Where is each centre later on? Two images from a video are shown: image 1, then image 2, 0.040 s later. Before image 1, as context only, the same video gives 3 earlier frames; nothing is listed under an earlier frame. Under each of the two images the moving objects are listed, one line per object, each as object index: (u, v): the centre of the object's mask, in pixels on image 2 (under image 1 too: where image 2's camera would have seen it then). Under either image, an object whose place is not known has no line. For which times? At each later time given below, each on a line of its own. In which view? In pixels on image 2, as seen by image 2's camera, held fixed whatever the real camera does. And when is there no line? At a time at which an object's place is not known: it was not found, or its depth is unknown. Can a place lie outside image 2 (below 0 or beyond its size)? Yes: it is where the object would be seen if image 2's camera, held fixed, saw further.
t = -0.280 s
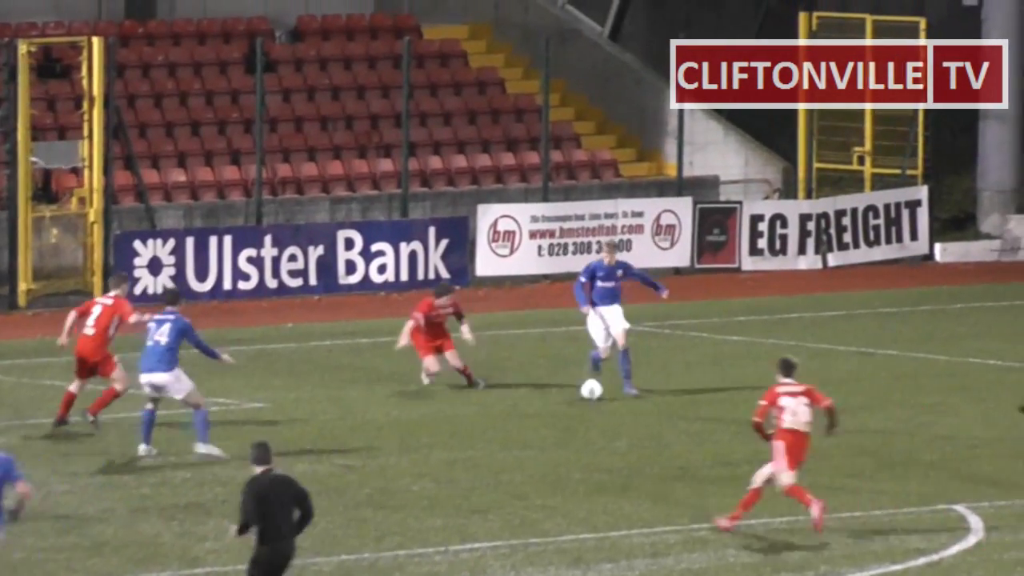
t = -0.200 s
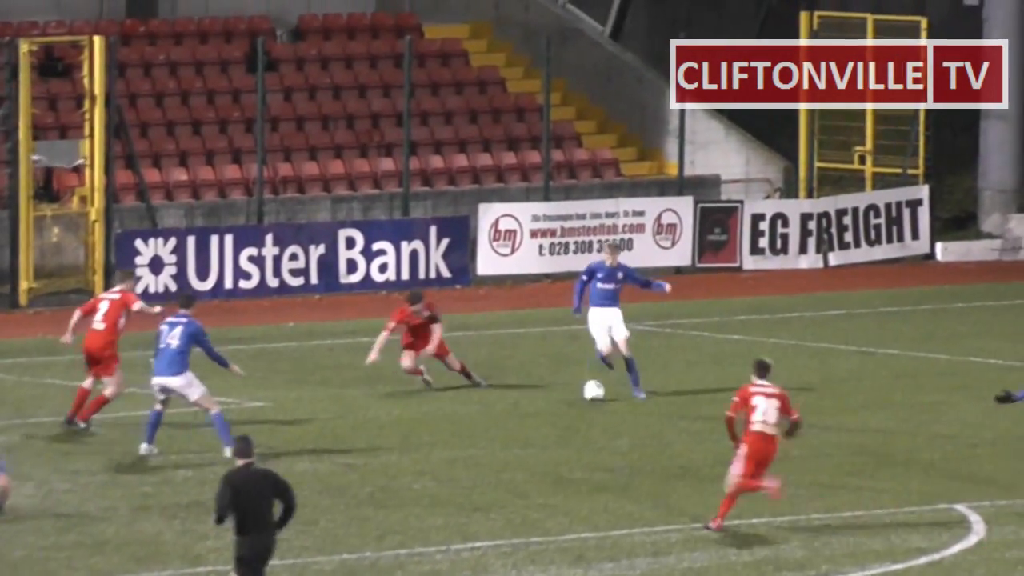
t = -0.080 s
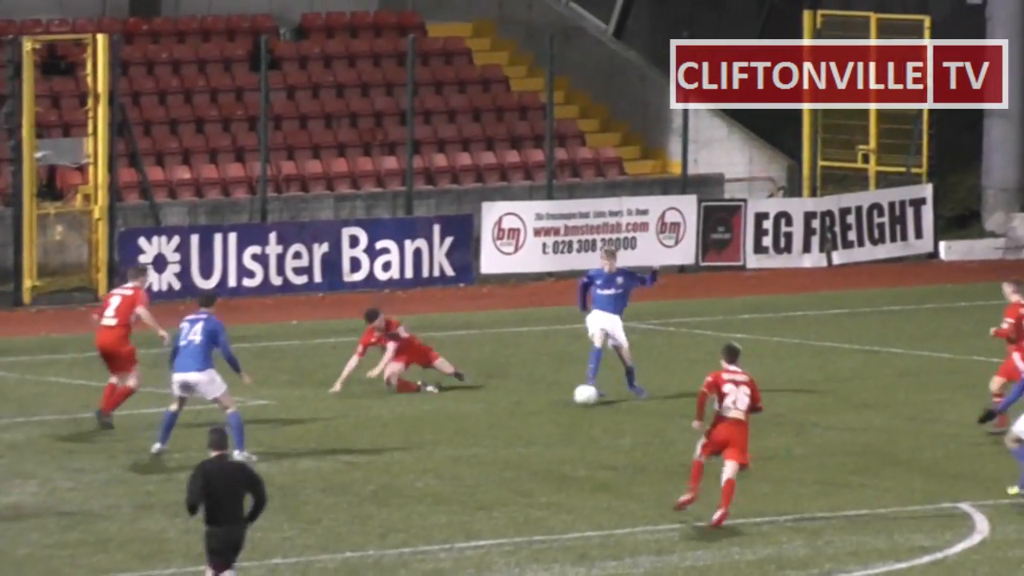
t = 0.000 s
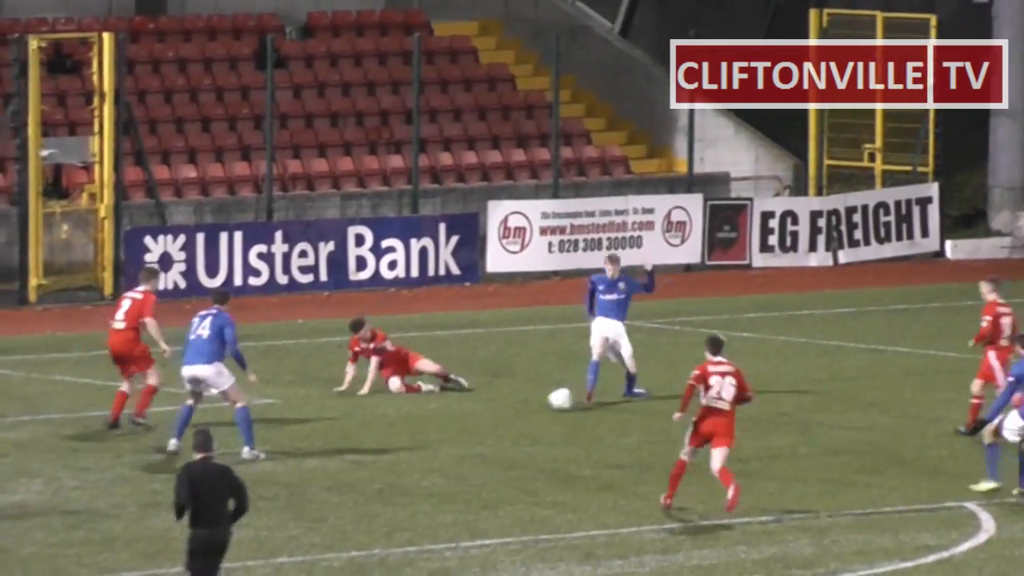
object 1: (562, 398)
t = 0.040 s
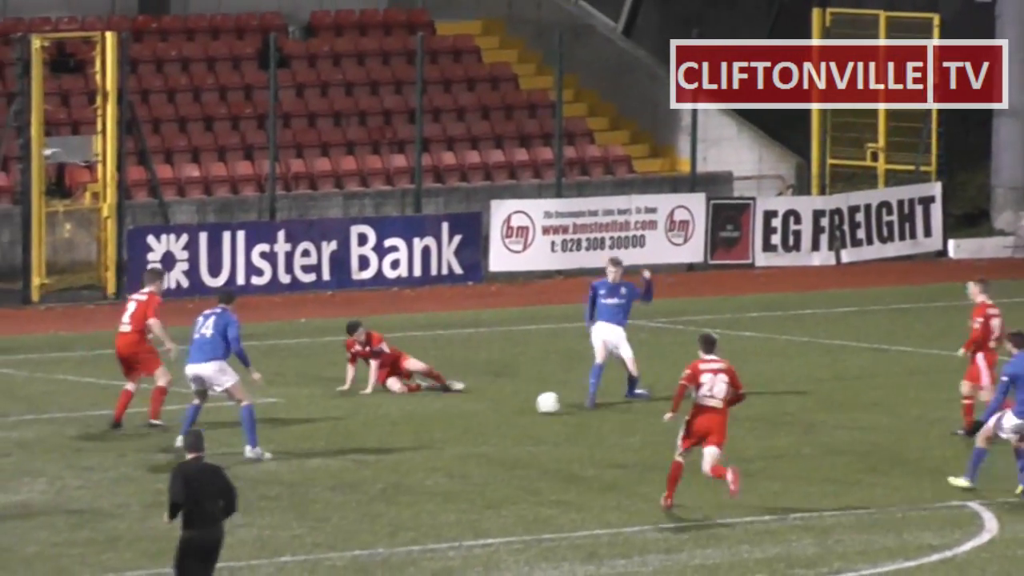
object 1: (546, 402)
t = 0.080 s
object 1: (530, 406)
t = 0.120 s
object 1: (516, 407)
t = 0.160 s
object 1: (502, 411)
